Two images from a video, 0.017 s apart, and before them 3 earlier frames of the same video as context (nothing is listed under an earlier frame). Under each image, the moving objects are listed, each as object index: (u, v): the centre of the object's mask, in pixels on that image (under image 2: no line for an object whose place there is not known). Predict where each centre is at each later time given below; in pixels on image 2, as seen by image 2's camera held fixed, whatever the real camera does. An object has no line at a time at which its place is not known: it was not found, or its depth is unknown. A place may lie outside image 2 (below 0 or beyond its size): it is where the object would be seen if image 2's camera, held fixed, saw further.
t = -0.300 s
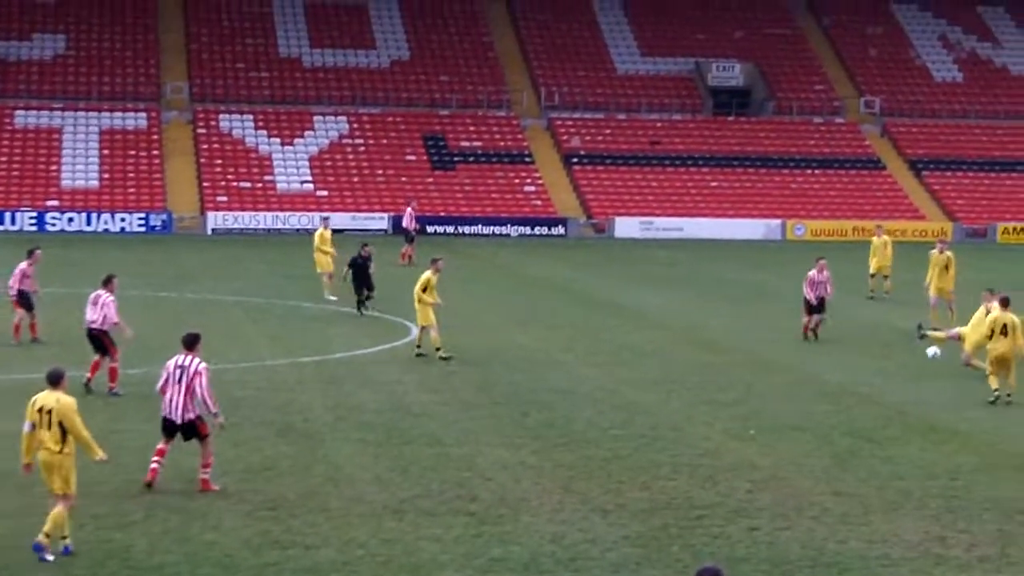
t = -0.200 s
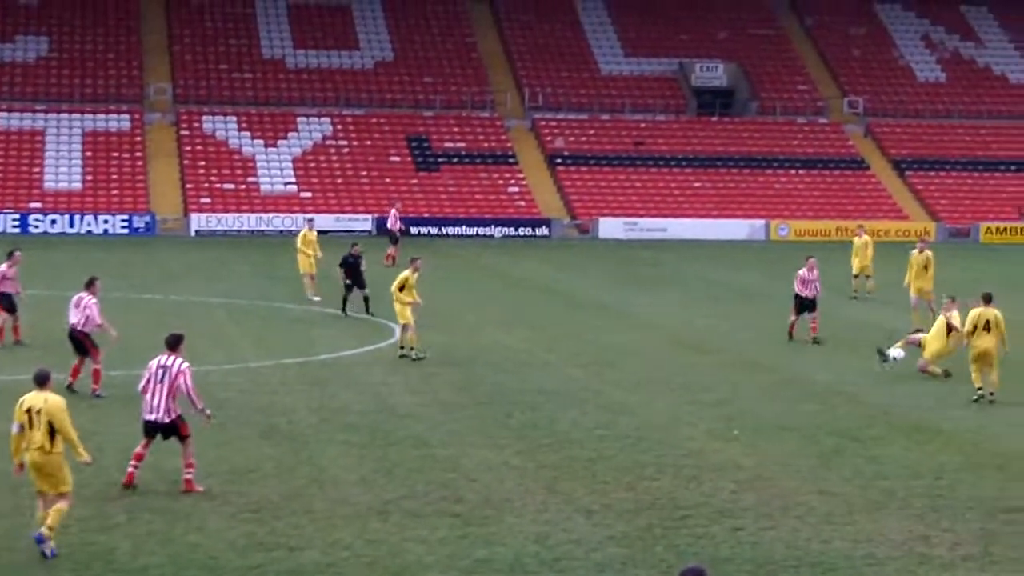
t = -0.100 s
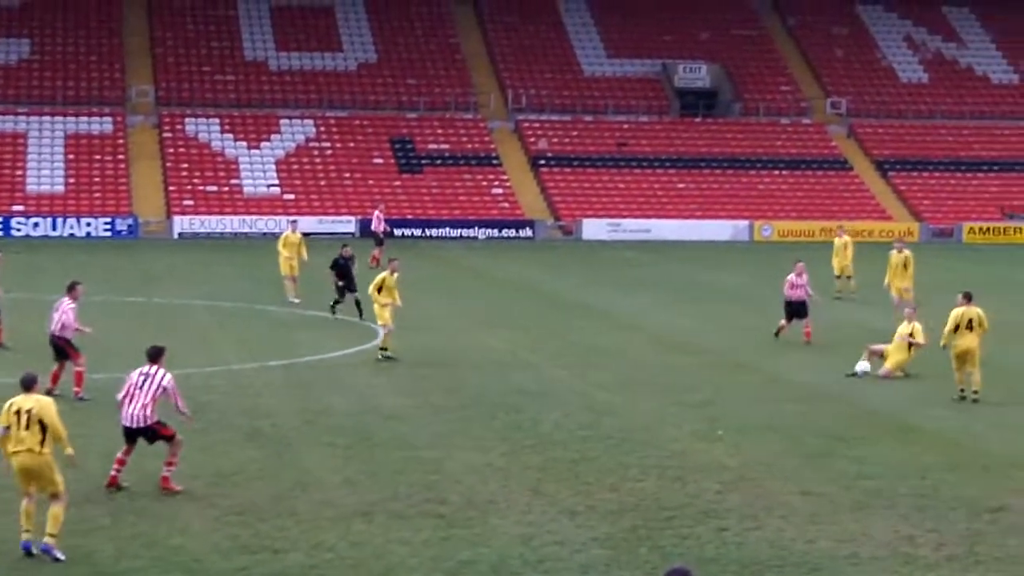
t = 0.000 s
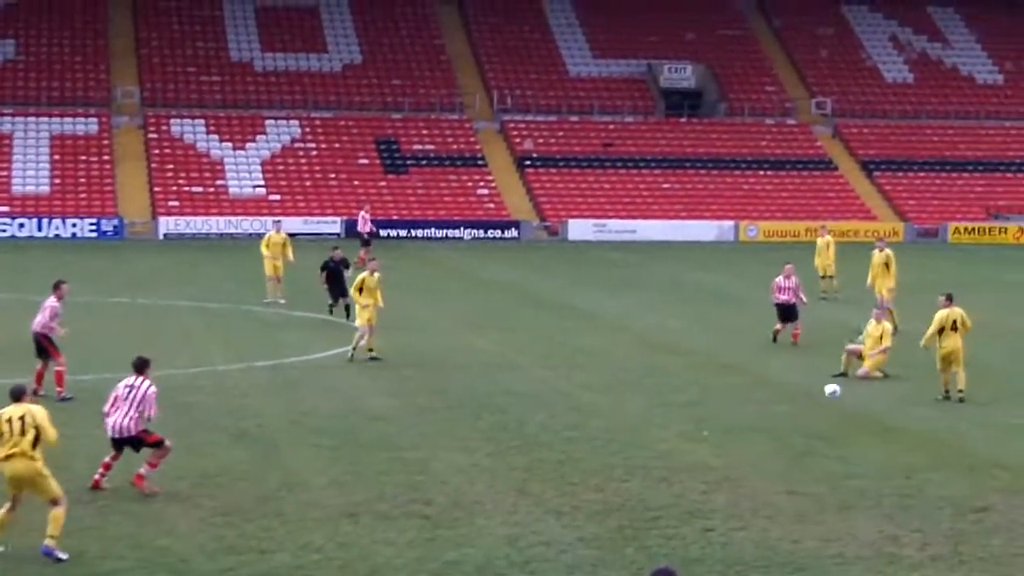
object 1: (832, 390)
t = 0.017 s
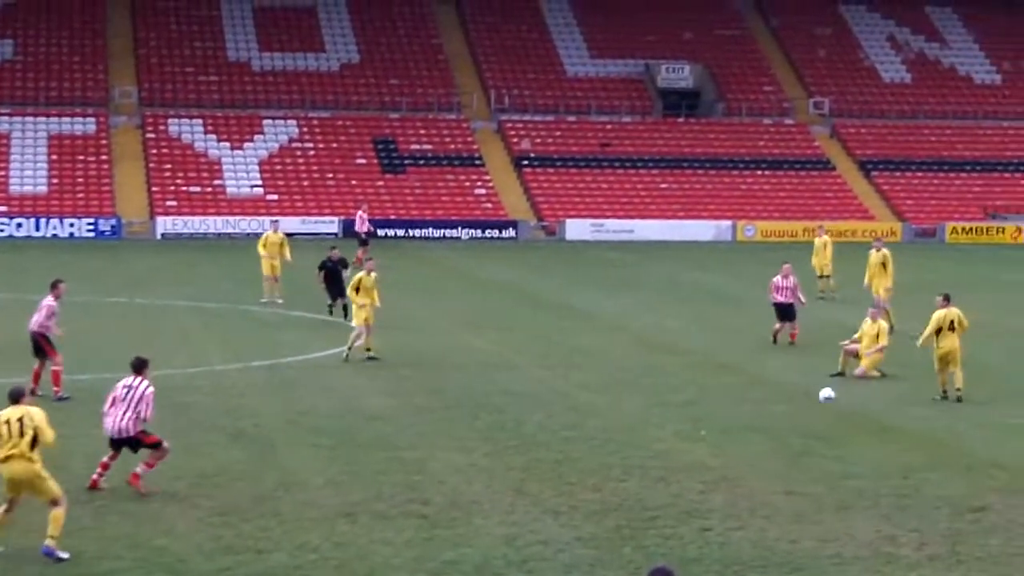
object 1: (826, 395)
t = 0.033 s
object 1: (824, 400)
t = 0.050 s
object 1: (820, 404)
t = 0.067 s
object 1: (818, 411)
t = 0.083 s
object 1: (816, 416)
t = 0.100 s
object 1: (813, 423)
